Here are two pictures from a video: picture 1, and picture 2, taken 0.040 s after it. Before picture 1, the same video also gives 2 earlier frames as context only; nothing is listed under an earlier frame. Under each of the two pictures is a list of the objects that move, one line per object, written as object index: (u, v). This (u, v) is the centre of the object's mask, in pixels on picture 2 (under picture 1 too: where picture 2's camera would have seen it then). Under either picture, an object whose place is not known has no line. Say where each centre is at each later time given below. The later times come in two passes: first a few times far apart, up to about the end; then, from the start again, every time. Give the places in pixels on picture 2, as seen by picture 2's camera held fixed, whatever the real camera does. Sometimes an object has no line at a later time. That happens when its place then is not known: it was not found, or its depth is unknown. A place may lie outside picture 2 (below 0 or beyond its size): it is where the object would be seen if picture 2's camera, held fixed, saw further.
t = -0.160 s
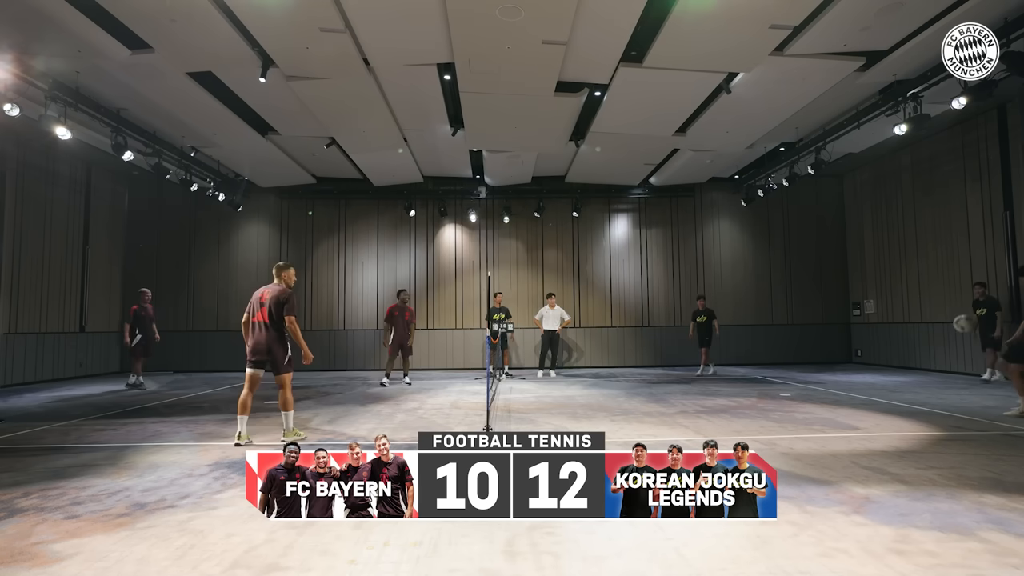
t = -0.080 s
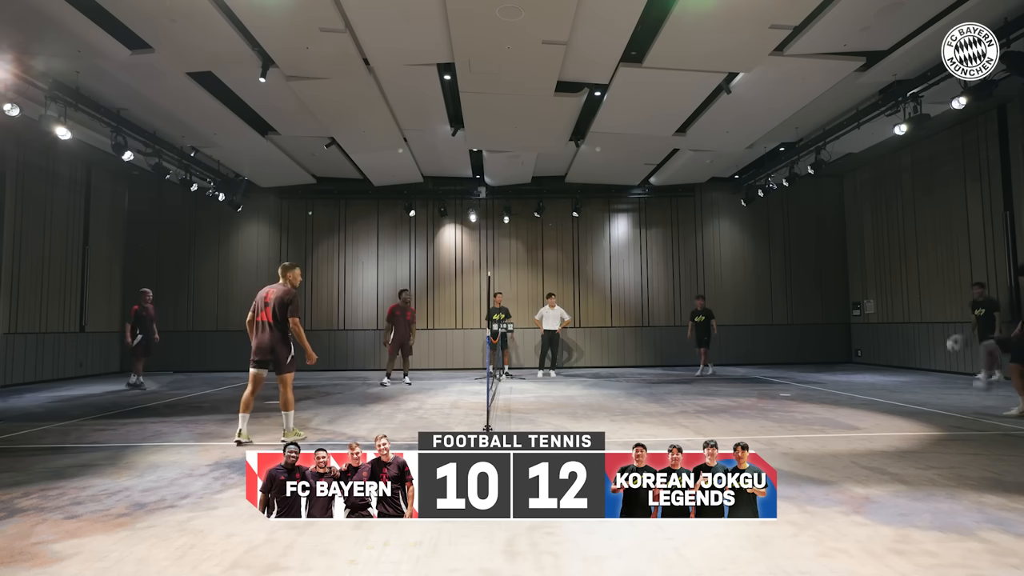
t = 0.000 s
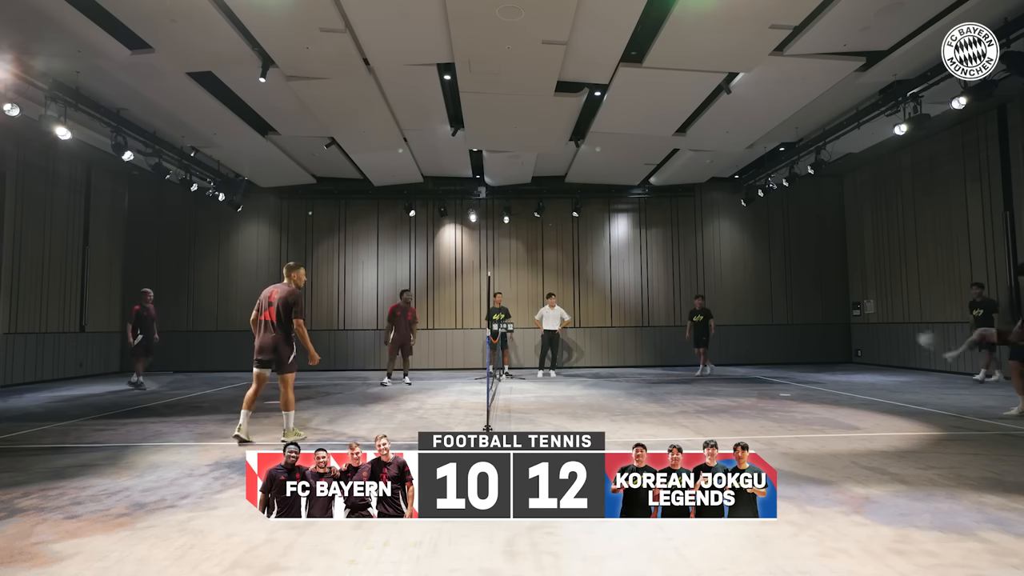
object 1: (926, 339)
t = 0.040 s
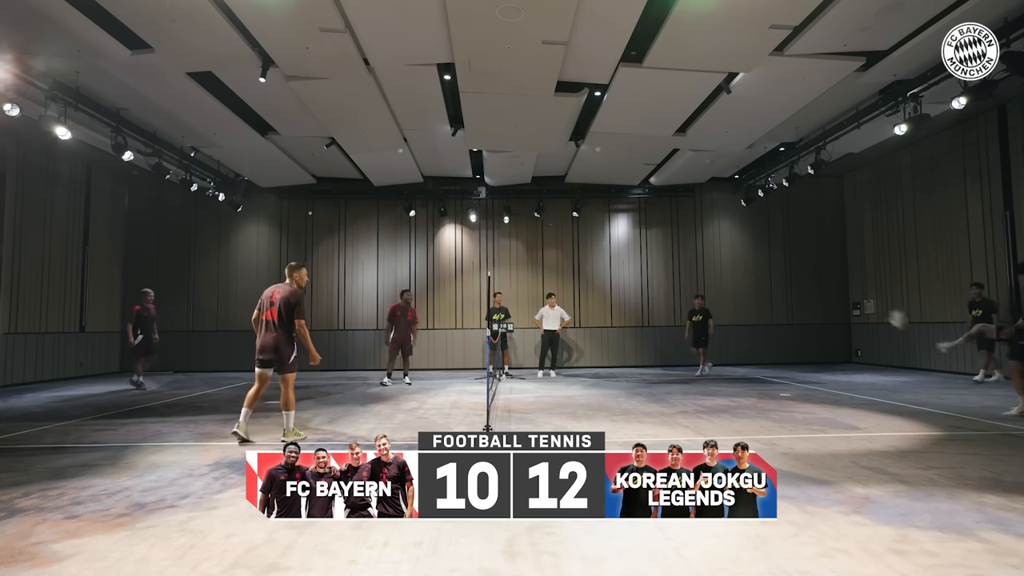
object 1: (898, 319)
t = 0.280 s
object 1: (741, 231)
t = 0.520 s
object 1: (609, 199)
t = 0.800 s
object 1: (481, 214)
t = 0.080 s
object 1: (869, 299)
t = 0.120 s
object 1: (843, 282)
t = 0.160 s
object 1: (816, 267)
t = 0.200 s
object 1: (790, 253)
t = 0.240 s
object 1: (766, 241)
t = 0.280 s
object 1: (741, 231)
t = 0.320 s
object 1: (717, 222)
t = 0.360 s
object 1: (694, 214)
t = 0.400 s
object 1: (672, 209)
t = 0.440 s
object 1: (650, 204)
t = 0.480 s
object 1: (629, 201)
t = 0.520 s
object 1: (609, 199)
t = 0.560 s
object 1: (589, 197)
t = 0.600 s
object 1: (570, 197)
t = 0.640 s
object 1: (551, 198)
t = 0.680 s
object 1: (532, 201)
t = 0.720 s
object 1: (514, 205)
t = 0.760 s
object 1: (497, 209)
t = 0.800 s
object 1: (481, 214)
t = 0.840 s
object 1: (463, 220)
